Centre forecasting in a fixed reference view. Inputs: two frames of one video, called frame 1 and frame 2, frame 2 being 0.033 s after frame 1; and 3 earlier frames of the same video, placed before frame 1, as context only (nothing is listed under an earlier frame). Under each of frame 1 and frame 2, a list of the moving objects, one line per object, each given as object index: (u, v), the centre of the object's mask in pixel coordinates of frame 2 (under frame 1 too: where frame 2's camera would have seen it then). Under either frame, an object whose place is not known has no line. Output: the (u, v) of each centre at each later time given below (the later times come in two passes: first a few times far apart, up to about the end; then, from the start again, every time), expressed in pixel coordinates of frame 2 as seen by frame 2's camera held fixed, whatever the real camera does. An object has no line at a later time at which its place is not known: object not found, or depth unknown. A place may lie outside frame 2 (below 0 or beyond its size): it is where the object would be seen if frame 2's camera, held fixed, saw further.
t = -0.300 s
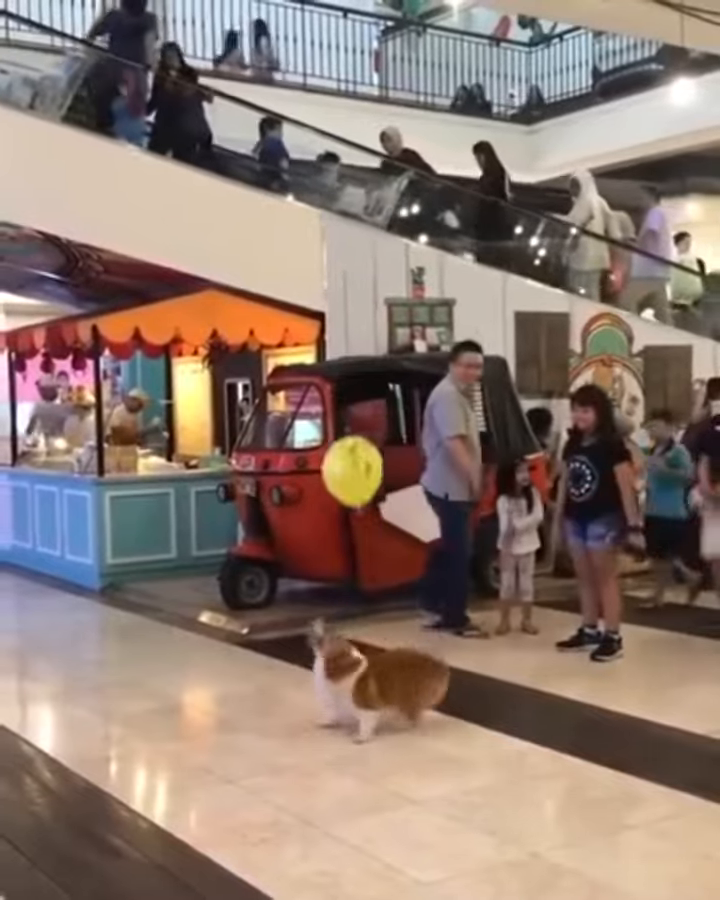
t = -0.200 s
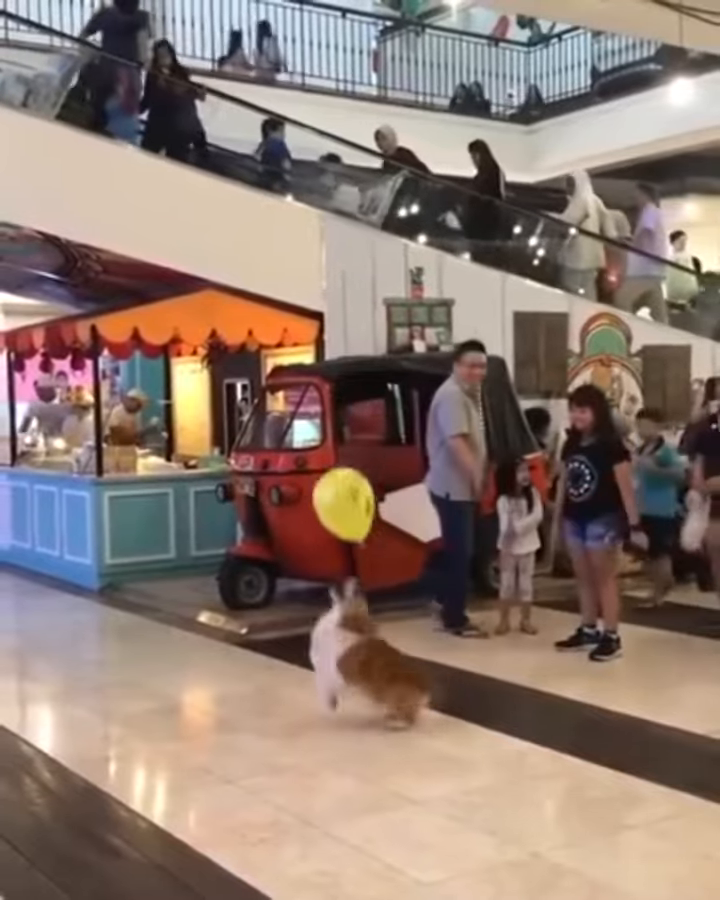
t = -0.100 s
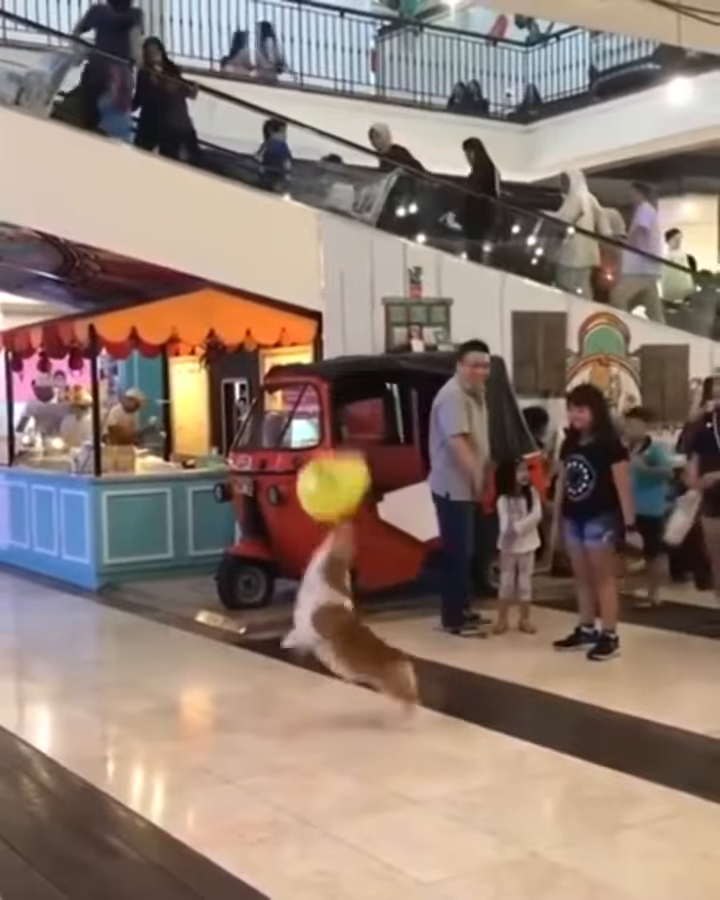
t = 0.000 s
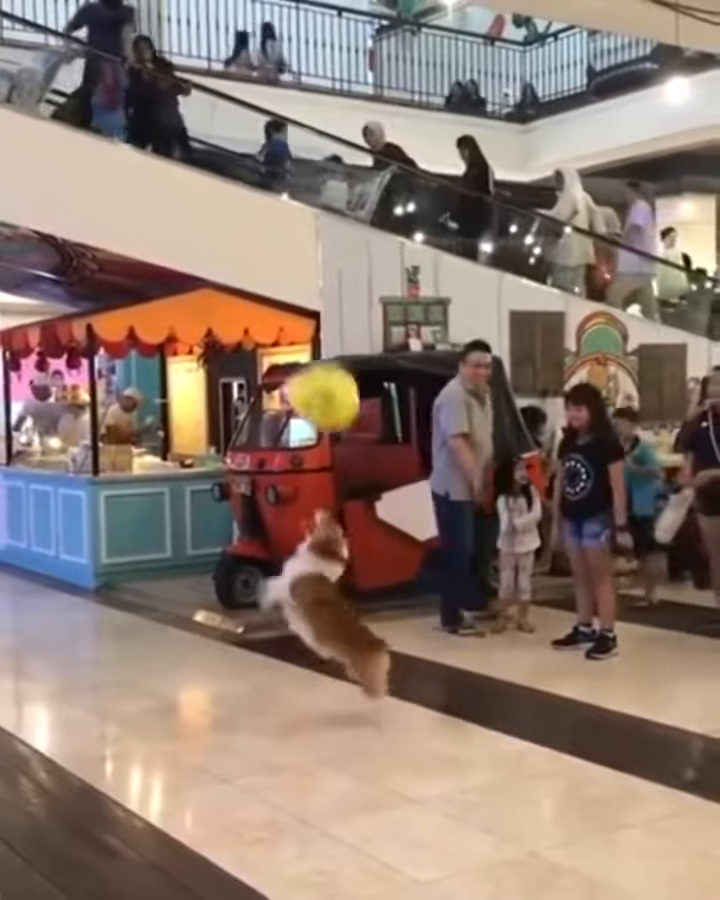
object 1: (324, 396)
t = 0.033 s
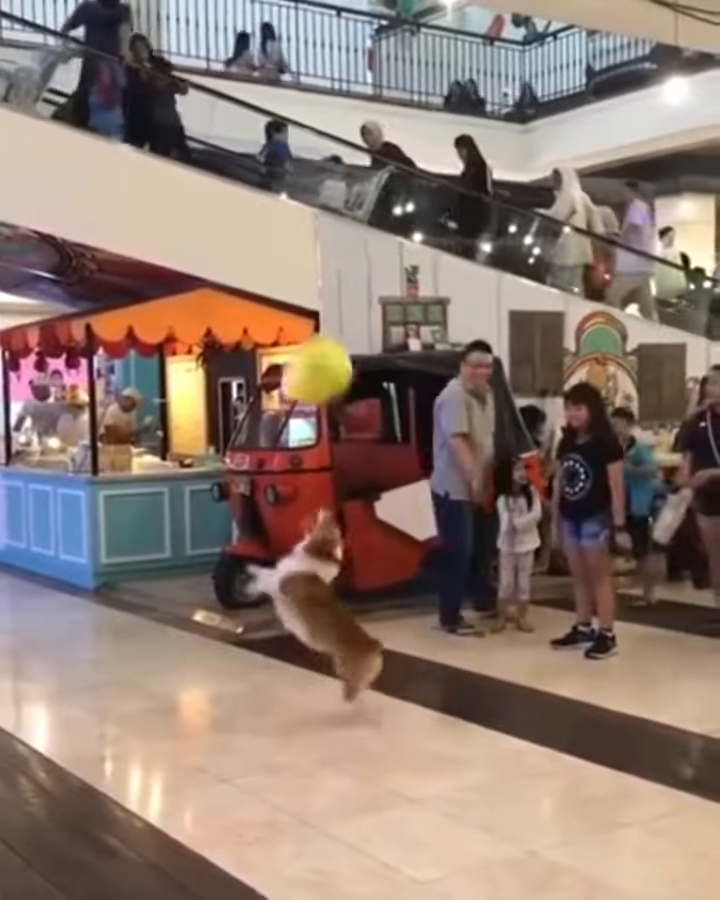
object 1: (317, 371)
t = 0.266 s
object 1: (273, 266)
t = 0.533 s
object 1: (232, 216)
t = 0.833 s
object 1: (211, 215)
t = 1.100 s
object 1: (189, 253)
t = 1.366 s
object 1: (182, 323)
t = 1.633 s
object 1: (185, 419)
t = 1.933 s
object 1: (184, 534)
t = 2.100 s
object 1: (187, 605)
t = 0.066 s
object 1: (309, 349)
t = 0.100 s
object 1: (301, 327)
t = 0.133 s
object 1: (293, 313)
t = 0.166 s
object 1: (286, 300)
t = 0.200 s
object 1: (281, 288)
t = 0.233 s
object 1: (277, 279)
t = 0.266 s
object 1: (273, 266)
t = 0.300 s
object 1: (268, 256)
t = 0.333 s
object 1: (264, 246)
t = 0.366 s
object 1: (259, 238)
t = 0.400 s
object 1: (254, 232)
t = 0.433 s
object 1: (247, 223)
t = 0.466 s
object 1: (241, 220)
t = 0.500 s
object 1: (237, 217)
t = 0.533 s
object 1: (232, 216)
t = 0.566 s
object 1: (228, 215)
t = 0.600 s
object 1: (226, 215)
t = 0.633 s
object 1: (223, 214)
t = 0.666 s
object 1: (220, 214)
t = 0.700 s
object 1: (217, 213)
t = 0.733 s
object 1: (217, 215)
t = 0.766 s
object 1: (215, 215)
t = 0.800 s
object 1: (213, 215)
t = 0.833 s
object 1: (211, 215)
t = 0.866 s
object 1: (209, 217)
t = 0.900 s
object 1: (207, 217)
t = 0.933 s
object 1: (203, 220)
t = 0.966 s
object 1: (200, 226)
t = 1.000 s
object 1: (197, 231)
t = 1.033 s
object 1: (194, 238)
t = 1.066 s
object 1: (191, 245)
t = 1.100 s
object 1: (189, 253)
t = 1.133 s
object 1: (188, 261)
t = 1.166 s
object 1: (187, 268)
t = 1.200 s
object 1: (186, 277)
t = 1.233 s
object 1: (185, 285)
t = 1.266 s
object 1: (184, 294)
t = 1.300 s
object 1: (183, 303)
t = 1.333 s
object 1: (182, 313)
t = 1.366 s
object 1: (182, 323)
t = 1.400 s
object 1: (181, 334)
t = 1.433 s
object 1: (181, 345)
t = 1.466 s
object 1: (181, 356)
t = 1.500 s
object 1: (181, 368)
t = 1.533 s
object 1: (182, 380)
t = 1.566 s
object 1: (182, 392)
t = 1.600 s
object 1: (184, 407)
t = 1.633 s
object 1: (185, 419)
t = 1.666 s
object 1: (186, 430)
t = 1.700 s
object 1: (187, 441)
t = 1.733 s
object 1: (187, 453)
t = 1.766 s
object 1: (187, 466)
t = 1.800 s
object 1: (187, 478)
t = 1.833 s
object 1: (185, 491)
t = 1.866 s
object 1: (184, 505)
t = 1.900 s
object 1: (184, 519)
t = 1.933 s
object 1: (184, 534)
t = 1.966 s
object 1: (183, 548)
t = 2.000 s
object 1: (184, 562)
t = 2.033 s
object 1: (185, 576)
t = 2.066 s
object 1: (186, 591)
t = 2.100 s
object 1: (187, 605)
